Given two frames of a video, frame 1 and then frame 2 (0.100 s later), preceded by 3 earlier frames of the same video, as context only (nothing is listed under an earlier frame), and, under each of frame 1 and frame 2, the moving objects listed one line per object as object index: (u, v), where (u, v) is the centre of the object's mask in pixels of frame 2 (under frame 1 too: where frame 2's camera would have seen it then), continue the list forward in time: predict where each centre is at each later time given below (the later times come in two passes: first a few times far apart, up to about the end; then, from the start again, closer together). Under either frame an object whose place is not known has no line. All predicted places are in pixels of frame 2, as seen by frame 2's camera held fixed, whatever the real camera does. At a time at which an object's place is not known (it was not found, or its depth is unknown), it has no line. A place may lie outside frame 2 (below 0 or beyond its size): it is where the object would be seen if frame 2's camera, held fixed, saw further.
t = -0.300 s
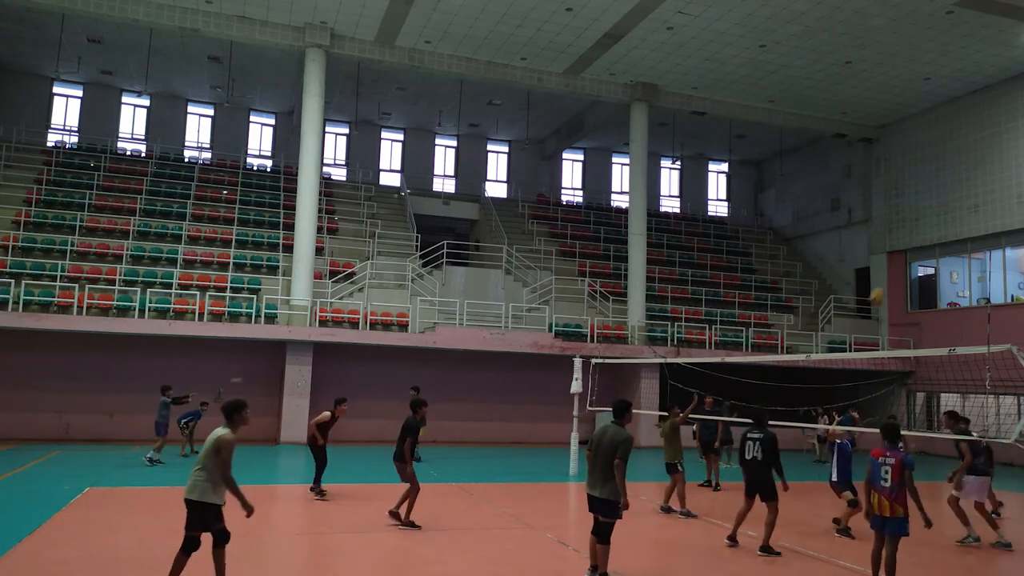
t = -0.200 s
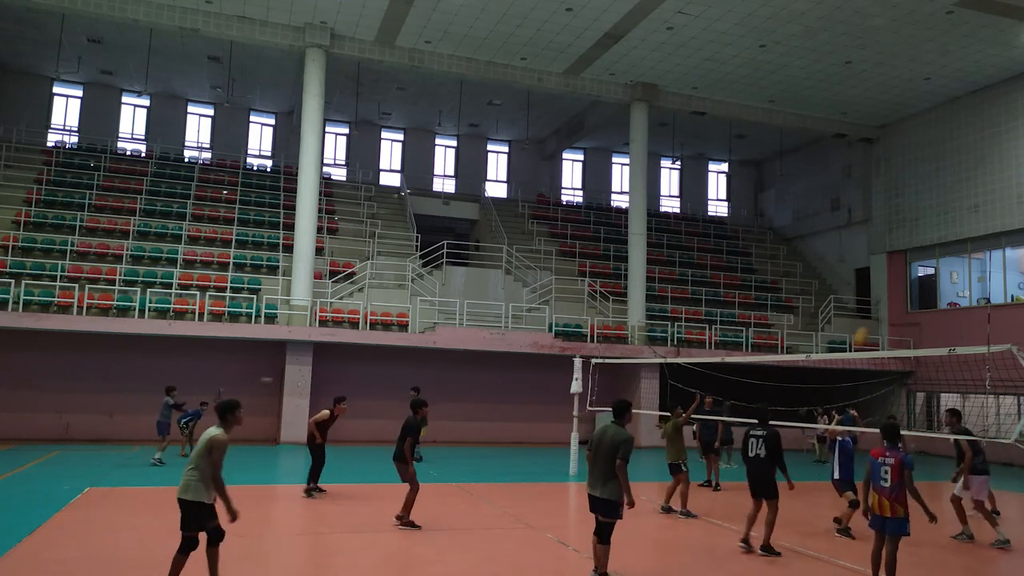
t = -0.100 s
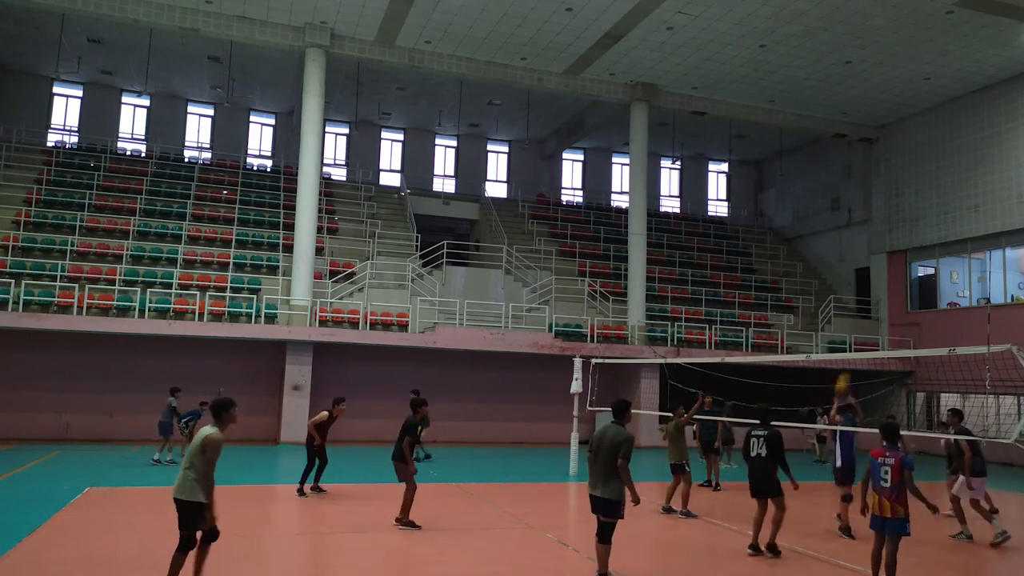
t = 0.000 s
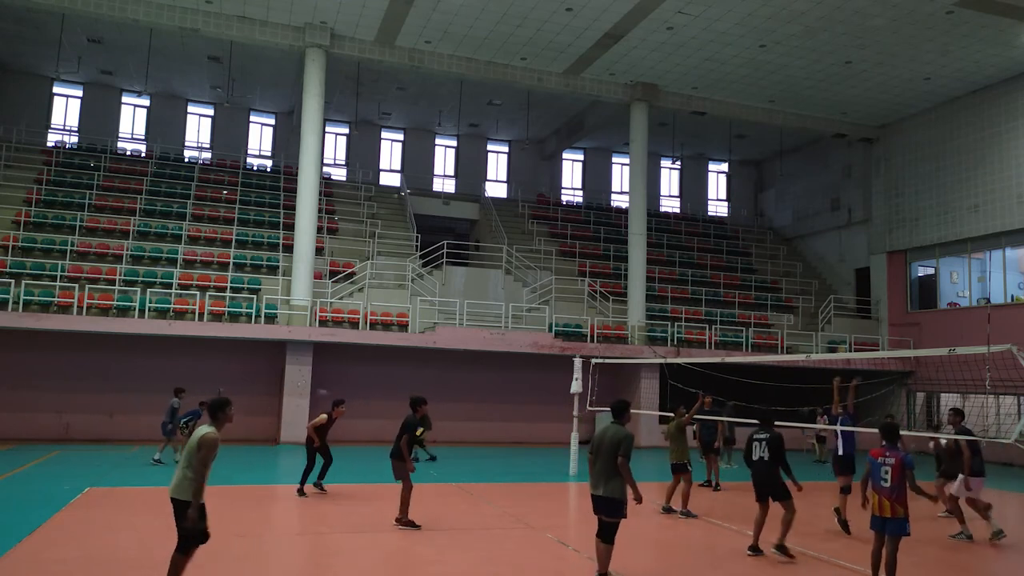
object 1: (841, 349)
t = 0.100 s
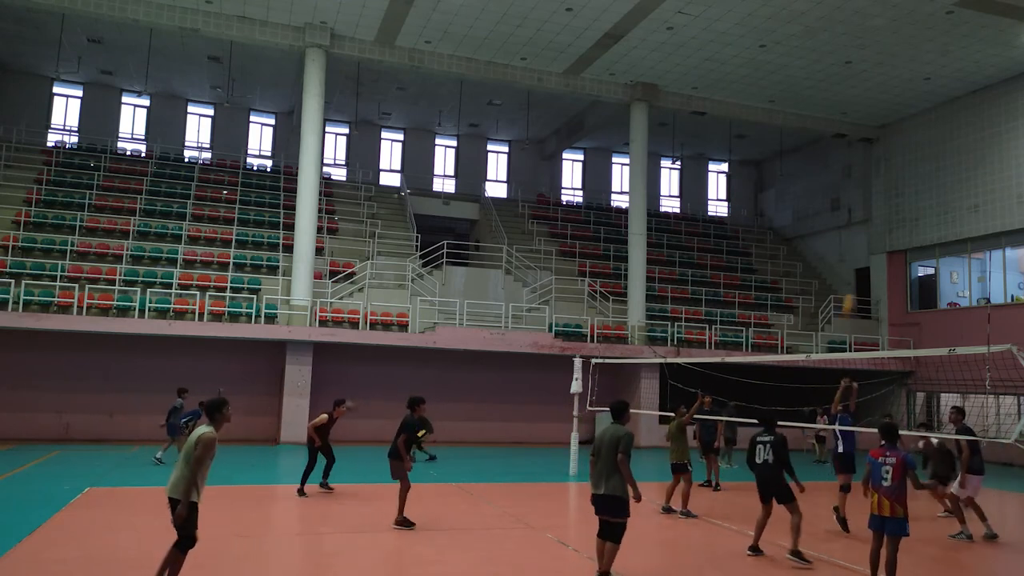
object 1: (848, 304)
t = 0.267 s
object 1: (860, 235)
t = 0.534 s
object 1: (879, 163)
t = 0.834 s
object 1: (903, 136)
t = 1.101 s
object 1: (927, 167)
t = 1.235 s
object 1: (940, 205)
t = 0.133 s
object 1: (851, 288)
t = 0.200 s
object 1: (854, 261)
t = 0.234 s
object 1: (857, 248)
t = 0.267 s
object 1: (860, 235)
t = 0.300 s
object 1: (861, 224)
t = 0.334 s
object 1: (863, 213)
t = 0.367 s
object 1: (865, 203)
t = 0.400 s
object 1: (867, 195)
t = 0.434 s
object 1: (871, 185)
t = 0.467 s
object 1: (874, 177)
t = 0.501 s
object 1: (876, 170)
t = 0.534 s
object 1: (879, 163)
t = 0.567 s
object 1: (882, 157)
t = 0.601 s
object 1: (884, 152)
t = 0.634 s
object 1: (886, 146)
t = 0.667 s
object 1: (890, 143)
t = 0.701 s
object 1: (892, 141)
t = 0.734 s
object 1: (895, 138)
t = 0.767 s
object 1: (897, 137)
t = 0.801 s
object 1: (900, 136)
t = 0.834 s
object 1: (903, 136)
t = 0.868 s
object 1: (905, 136)
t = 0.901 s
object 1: (908, 138)
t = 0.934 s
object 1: (912, 141)
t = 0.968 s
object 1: (915, 145)
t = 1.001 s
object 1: (918, 149)
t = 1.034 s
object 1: (920, 154)
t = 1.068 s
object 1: (924, 159)
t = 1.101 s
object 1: (927, 167)
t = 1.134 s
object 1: (930, 175)
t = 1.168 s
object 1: (933, 184)
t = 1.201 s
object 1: (936, 194)
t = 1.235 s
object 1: (940, 205)
